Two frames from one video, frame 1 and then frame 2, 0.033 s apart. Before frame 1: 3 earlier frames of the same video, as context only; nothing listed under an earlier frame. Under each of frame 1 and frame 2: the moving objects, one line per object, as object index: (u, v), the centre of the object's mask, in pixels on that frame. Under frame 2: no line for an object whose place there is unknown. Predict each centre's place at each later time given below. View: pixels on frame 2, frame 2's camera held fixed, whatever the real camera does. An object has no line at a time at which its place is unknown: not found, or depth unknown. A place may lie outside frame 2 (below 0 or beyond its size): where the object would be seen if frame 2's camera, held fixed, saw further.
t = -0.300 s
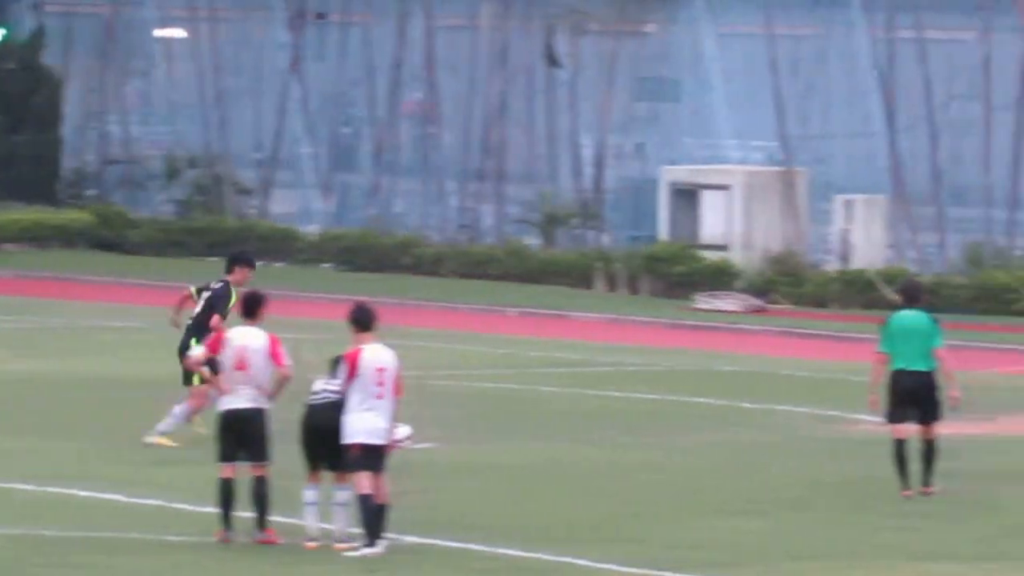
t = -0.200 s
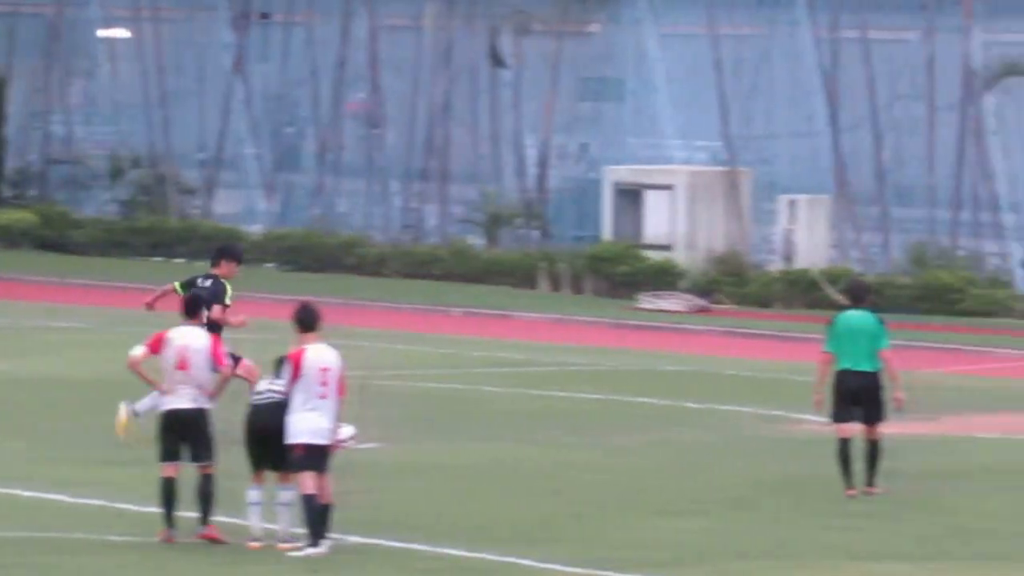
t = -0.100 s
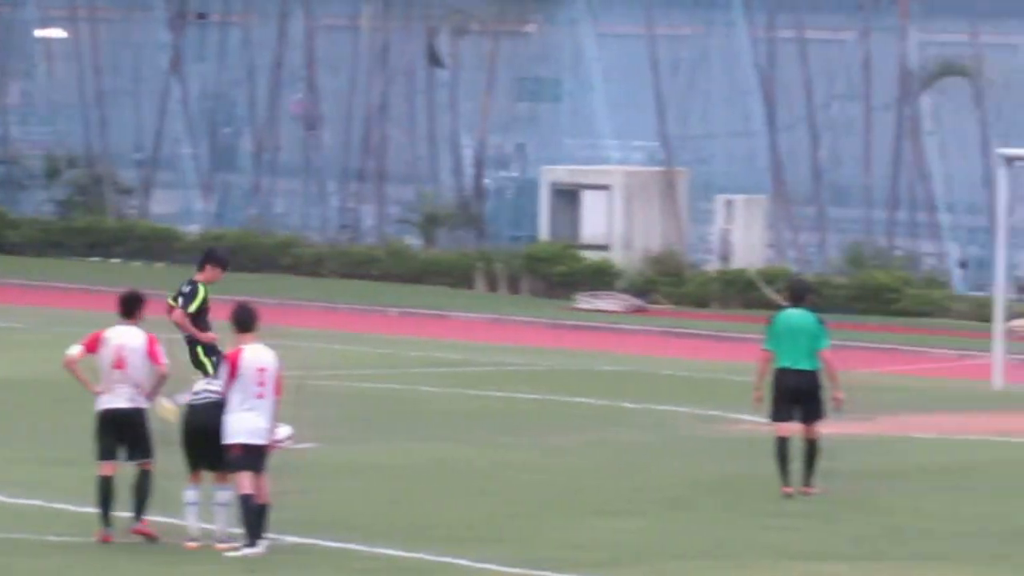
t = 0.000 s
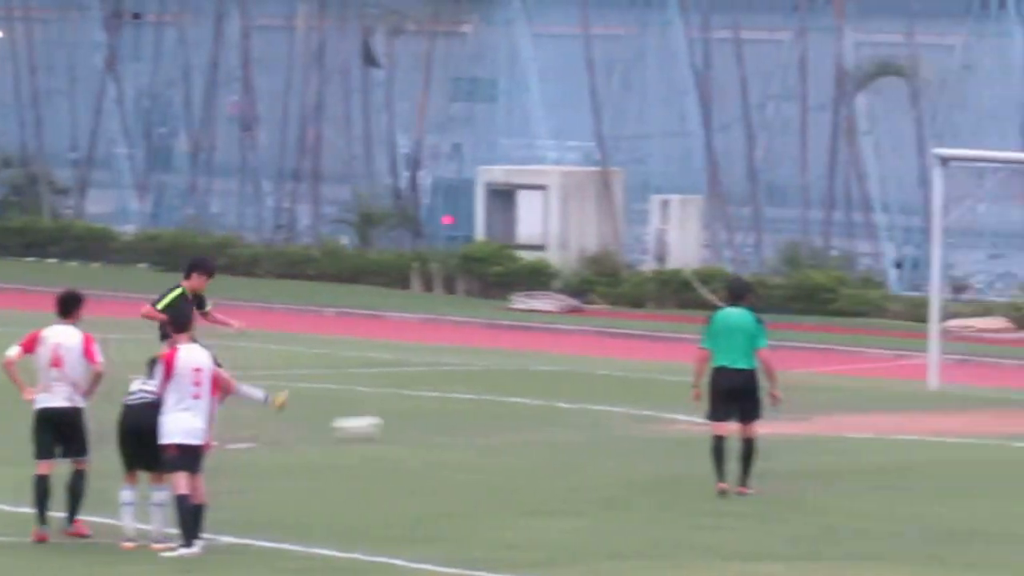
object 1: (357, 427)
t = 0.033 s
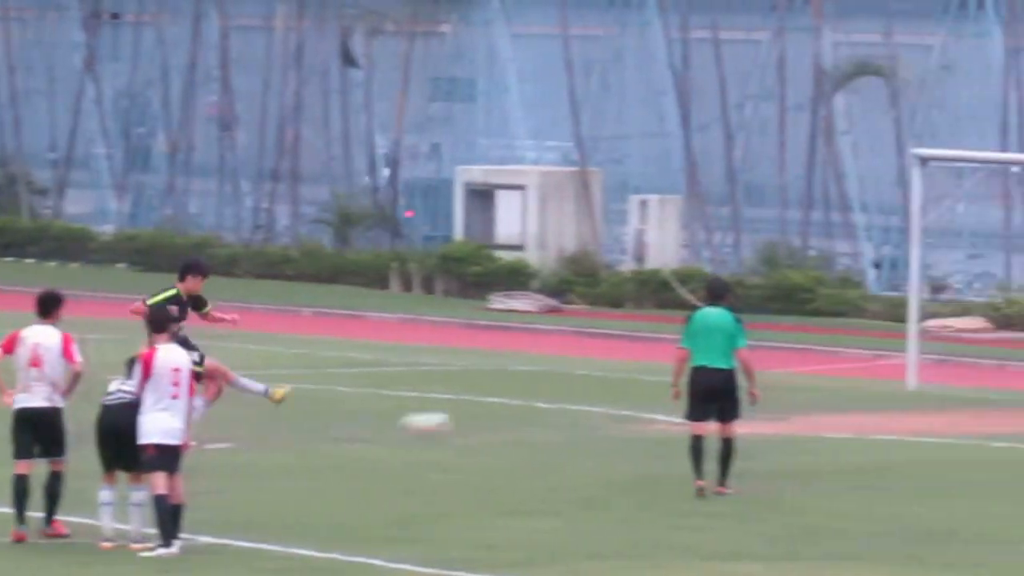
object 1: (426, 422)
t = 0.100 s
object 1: (597, 417)
